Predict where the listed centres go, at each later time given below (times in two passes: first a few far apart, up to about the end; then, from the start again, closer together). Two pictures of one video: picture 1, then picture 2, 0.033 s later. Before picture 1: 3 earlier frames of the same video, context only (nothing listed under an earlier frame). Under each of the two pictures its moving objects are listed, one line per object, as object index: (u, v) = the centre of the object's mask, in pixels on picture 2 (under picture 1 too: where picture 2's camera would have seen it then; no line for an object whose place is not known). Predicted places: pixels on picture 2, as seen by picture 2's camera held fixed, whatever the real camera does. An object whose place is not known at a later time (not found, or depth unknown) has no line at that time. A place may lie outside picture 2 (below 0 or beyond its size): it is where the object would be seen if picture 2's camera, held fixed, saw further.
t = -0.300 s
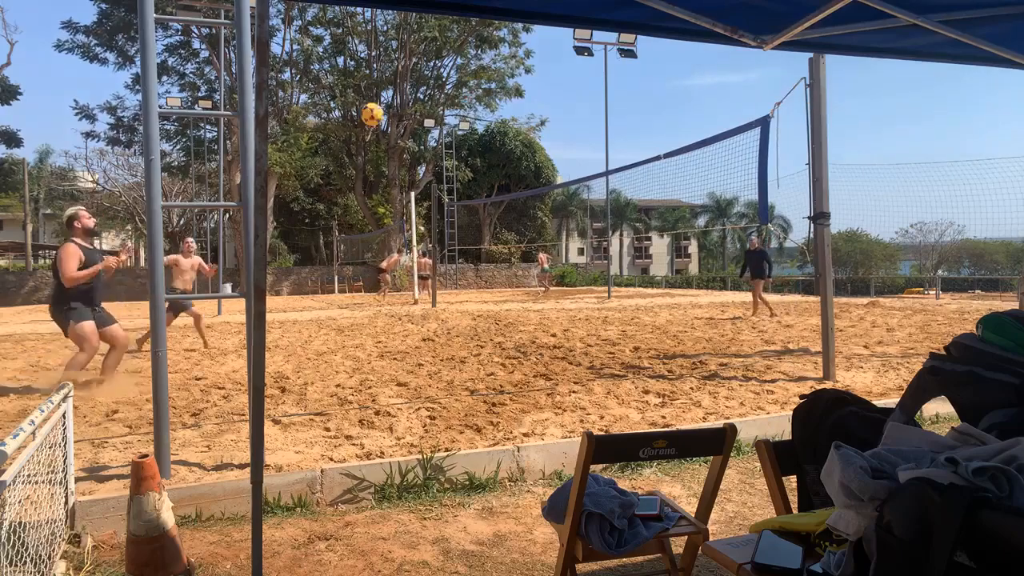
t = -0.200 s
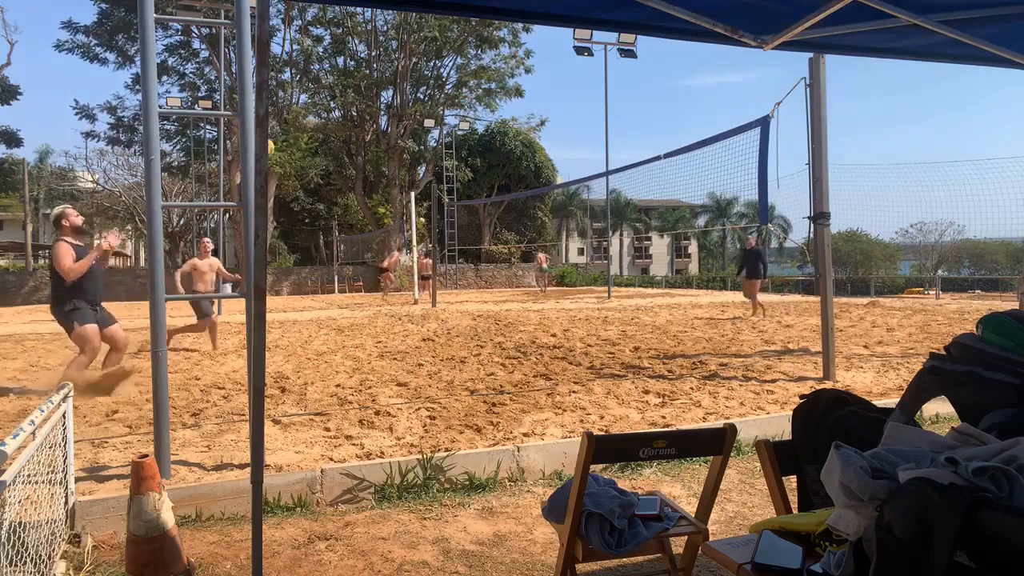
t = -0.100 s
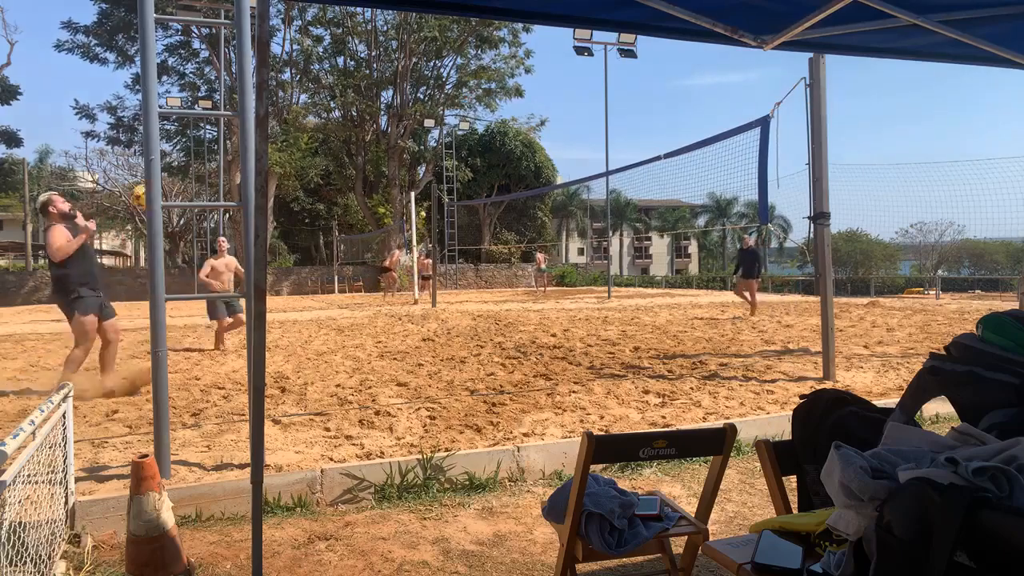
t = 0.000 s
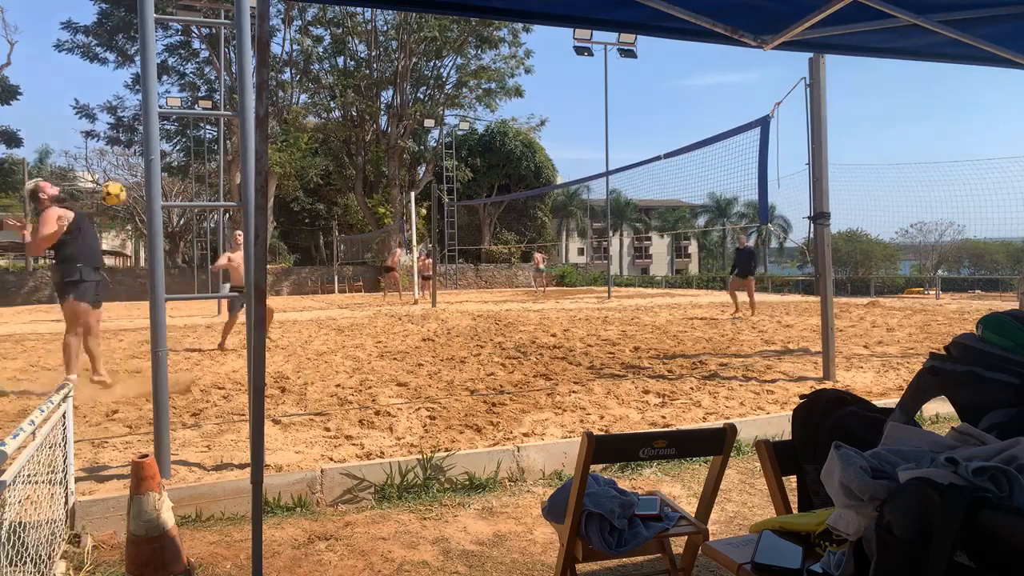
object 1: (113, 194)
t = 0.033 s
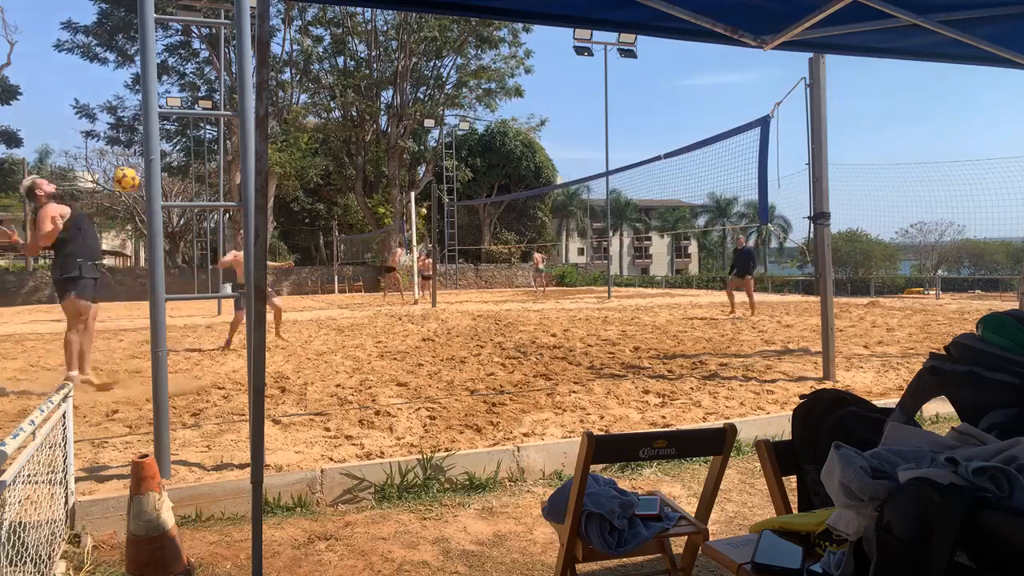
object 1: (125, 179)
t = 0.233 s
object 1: (201, 122)
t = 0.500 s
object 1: (290, 108)
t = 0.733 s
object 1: (357, 151)
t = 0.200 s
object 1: (189, 126)
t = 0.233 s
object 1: (201, 122)
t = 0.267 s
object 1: (212, 115)
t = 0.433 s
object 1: (273, 104)
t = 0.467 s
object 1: (279, 105)
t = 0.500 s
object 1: (290, 108)
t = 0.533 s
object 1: (300, 111)
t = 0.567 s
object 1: (310, 115)
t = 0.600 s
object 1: (319, 121)
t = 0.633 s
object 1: (329, 127)
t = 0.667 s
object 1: (339, 134)
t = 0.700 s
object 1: (348, 143)
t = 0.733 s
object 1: (357, 151)
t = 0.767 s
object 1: (367, 161)
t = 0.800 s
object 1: (375, 171)
